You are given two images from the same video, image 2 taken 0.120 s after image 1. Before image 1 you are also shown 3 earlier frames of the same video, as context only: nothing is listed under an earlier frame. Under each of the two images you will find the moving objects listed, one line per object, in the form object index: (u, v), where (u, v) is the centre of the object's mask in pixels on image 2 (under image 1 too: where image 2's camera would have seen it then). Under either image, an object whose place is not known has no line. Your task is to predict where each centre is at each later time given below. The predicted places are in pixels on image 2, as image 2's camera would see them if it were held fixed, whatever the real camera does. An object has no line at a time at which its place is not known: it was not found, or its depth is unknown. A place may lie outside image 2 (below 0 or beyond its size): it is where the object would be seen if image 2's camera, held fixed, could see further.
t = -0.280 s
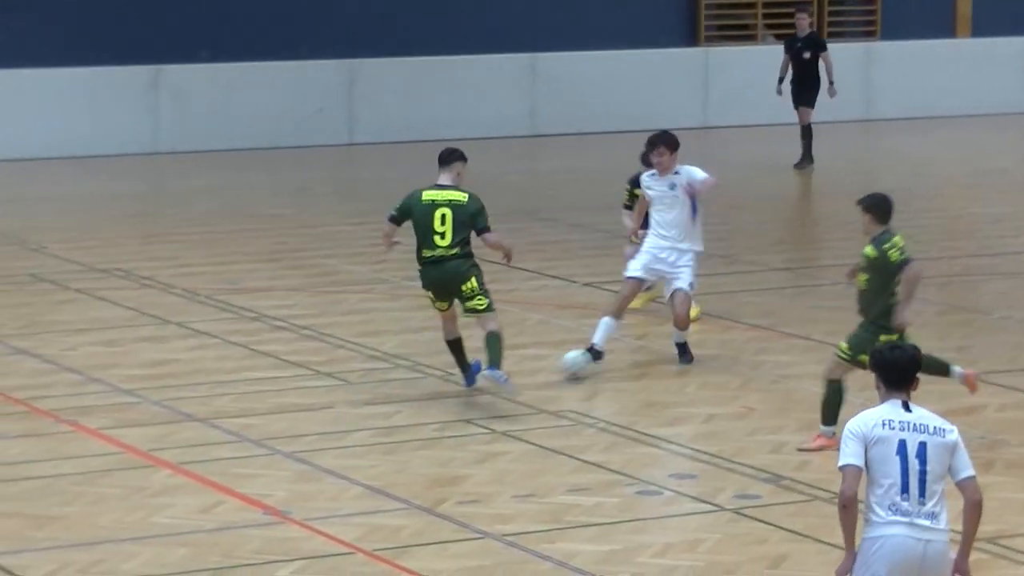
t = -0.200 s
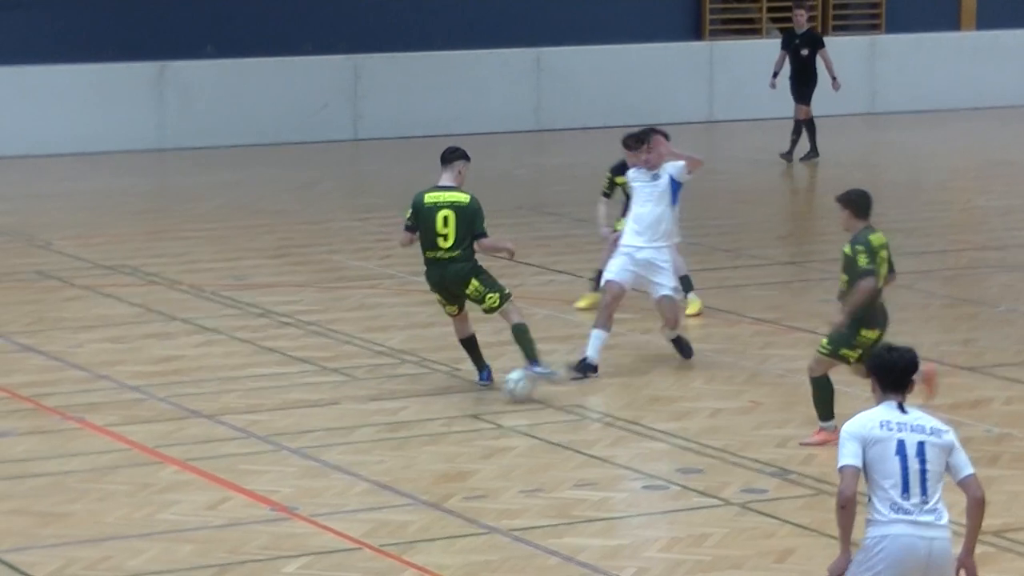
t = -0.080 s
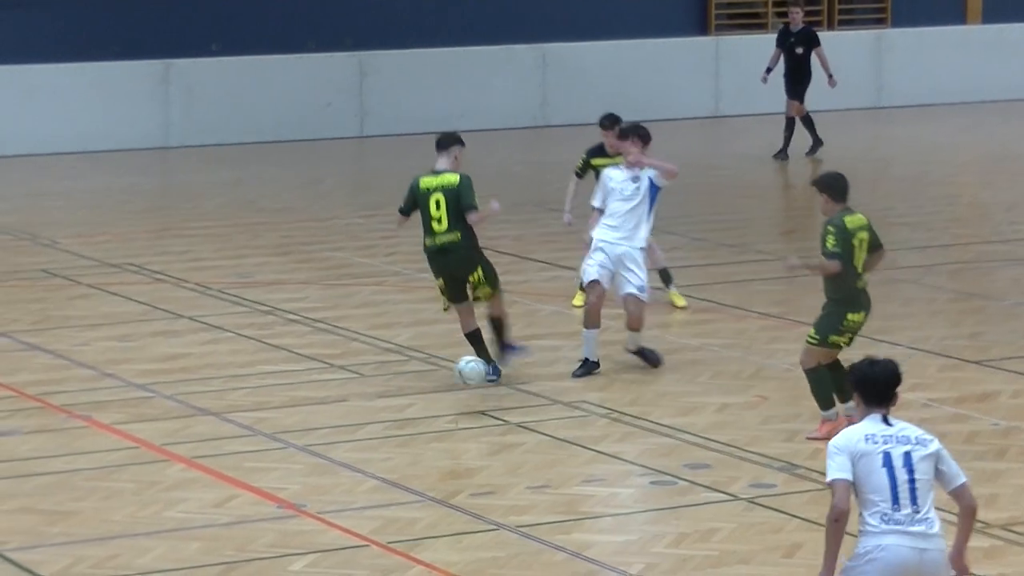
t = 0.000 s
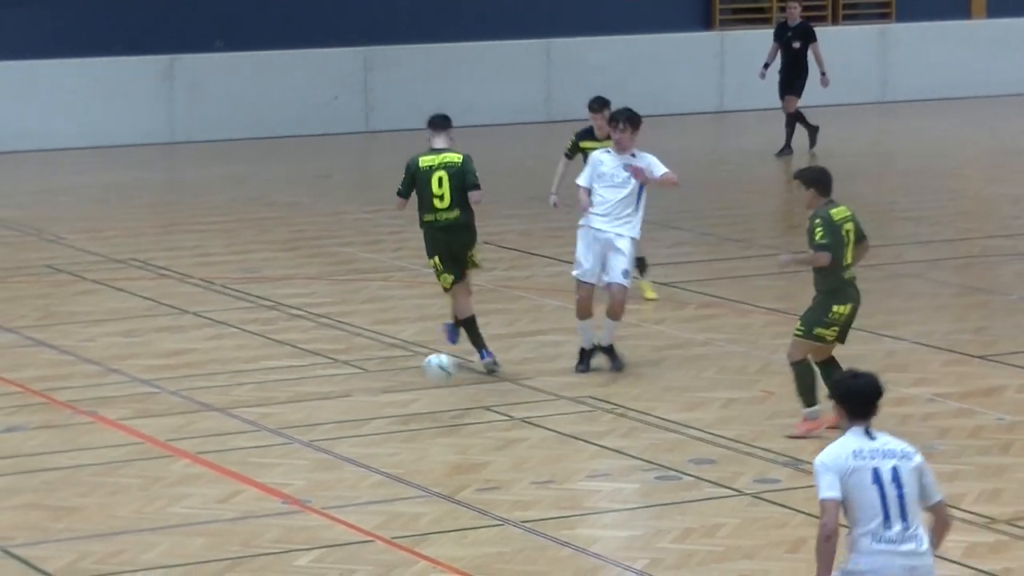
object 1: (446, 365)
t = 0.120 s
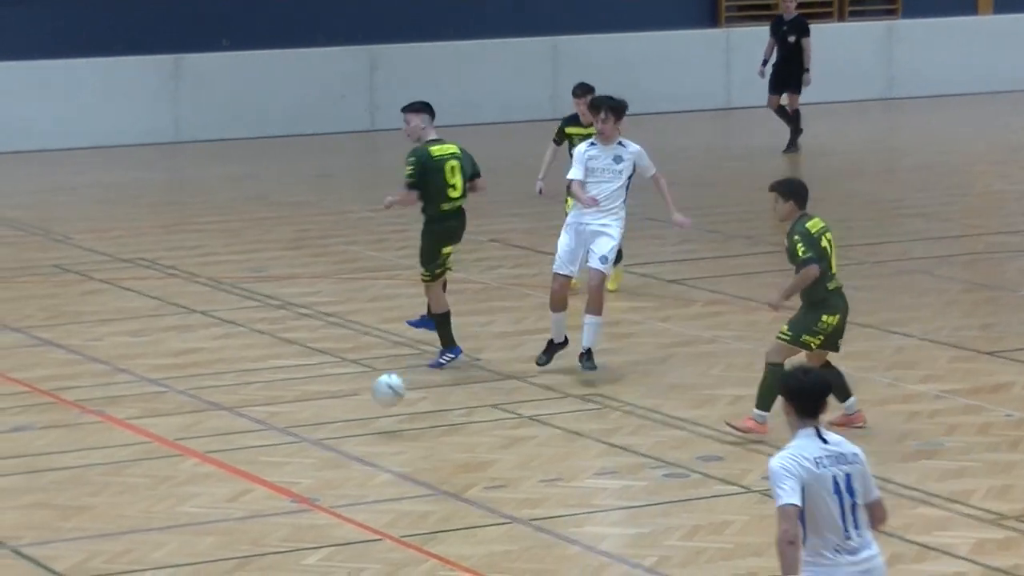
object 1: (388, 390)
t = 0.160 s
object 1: (369, 402)
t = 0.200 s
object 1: (349, 417)
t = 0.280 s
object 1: (317, 429)
